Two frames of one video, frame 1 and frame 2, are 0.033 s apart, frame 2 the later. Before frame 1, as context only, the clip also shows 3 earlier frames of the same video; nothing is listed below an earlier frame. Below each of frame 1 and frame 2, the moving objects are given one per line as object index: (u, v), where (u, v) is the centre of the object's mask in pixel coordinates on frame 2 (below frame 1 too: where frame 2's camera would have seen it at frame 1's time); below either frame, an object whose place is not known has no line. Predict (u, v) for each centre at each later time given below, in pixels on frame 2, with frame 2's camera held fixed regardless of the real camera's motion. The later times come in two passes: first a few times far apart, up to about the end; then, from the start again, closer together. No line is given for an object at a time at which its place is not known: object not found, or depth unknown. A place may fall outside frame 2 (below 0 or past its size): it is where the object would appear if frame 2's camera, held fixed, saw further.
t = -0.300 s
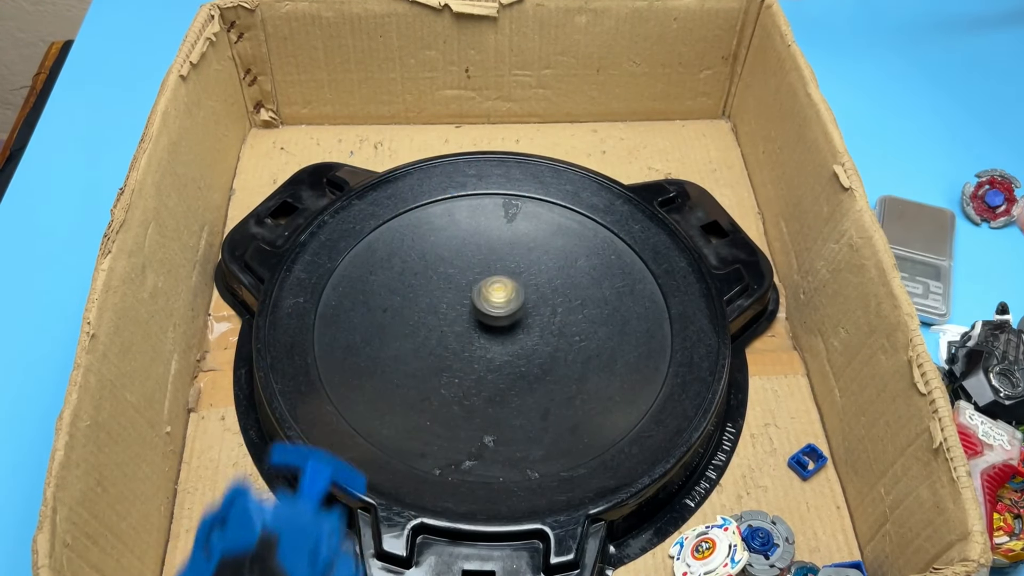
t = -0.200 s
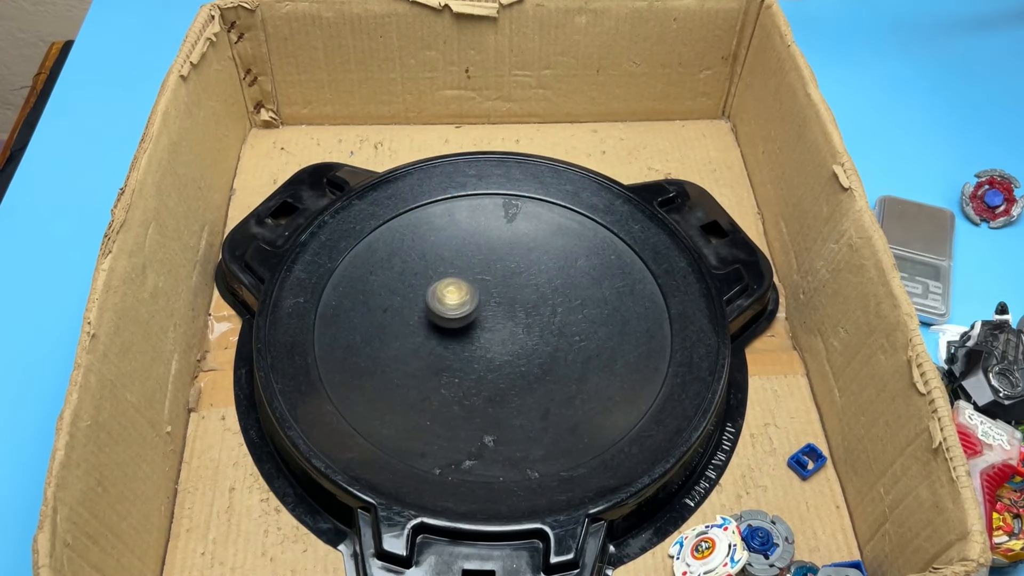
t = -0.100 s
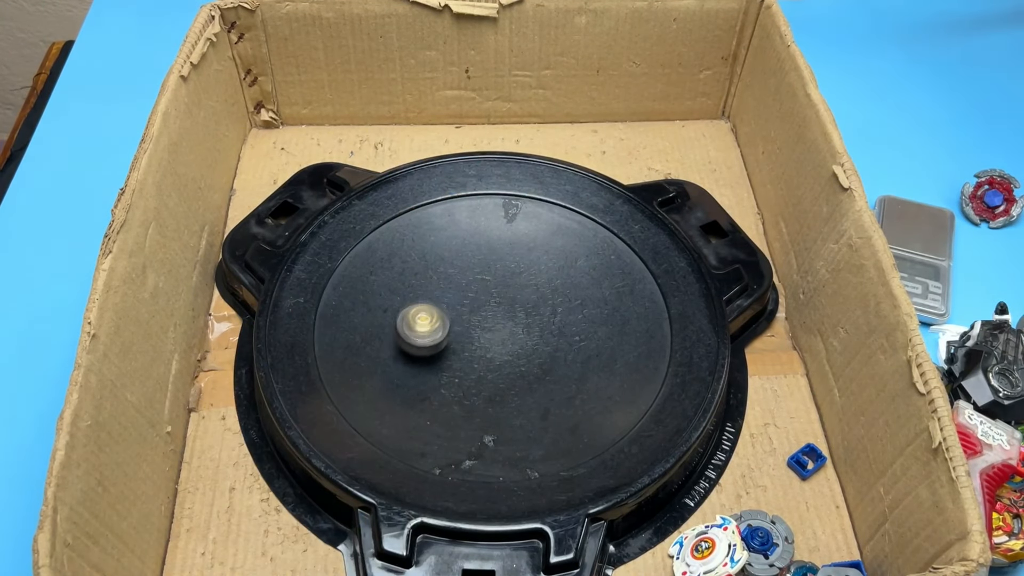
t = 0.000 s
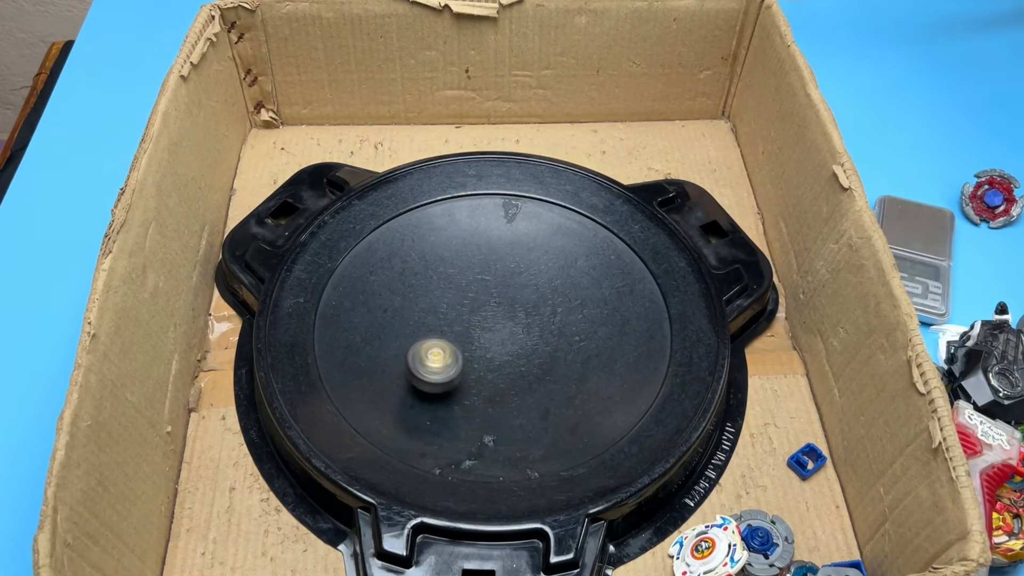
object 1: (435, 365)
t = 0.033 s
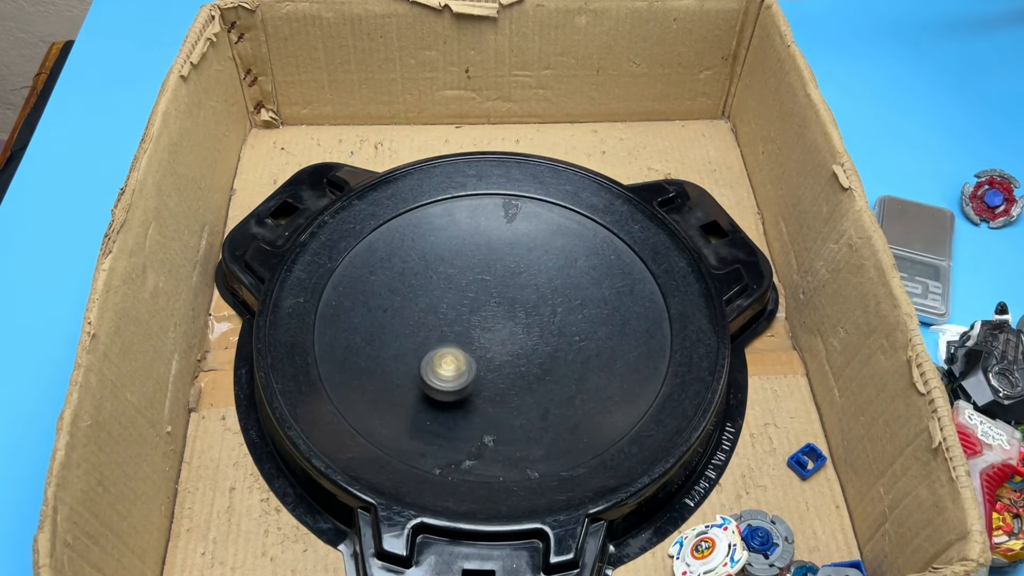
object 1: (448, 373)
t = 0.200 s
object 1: (520, 359)
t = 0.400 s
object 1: (515, 286)
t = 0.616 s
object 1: (431, 285)
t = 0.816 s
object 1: (460, 349)
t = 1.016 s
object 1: (548, 326)
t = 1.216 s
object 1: (524, 262)
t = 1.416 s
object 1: (460, 295)
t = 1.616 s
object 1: (506, 352)
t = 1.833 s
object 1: (571, 317)
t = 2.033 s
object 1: (522, 292)
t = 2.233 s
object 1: (487, 334)
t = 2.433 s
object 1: (529, 361)
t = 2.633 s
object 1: (547, 330)
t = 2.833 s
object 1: (496, 321)
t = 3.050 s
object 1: (485, 353)
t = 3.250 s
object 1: (510, 341)
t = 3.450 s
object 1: (486, 318)
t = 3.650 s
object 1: (469, 327)
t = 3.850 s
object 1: (487, 326)
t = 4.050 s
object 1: (490, 309)
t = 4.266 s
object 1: (485, 312)
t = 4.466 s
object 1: (503, 310)
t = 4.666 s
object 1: (505, 305)
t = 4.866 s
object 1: (507, 315)
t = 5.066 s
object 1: (521, 320)
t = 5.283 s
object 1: (521, 320)
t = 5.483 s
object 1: (518, 330)
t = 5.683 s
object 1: (521, 332)
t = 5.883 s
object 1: (510, 333)
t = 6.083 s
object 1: (501, 337)
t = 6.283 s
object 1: (496, 336)
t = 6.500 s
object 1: (488, 331)
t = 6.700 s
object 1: (484, 328)
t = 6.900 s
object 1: (486, 324)
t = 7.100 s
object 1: (487, 318)
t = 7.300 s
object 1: (492, 314)
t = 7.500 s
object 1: (498, 312)
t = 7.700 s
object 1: (503, 313)
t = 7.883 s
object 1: (508, 316)
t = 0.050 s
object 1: (455, 376)
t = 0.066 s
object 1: (463, 378)
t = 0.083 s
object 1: (471, 379)
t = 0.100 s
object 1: (478, 379)
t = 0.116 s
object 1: (487, 377)
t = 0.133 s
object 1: (494, 376)
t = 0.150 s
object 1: (501, 373)
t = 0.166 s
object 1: (509, 368)
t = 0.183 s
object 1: (514, 364)
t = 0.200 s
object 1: (520, 359)
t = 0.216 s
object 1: (525, 353)
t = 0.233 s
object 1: (528, 348)
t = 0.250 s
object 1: (531, 341)
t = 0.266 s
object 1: (533, 335)
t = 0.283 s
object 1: (534, 329)
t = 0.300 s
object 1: (534, 322)
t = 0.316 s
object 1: (533, 315)
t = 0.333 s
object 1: (531, 309)
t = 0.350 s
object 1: (528, 303)
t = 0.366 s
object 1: (525, 296)
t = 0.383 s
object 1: (520, 292)
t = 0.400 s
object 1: (515, 286)
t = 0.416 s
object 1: (510, 281)
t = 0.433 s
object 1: (504, 278)
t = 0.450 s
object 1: (498, 274)
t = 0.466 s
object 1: (491, 271)
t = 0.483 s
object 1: (484, 271)
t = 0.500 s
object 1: (477, 269)
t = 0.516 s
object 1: (469, 269)
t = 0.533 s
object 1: (461, 270)
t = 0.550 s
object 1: (454, 271)
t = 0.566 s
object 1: (448, 274)
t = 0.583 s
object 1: (441, 277)
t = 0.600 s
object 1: (436, 281)
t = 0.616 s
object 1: (431, 285)
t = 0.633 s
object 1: (428, 291)
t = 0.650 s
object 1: (425, 297)
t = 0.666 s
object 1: (424, 303)
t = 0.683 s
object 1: (423, 309)
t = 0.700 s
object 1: (425, 315)
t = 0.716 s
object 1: (427, 321)
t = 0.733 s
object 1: (431, 327)
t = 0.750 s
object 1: (435, 332)
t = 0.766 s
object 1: (440, 337)
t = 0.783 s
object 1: (447, 341)
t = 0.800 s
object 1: (454, 346)
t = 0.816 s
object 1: (460, 349)
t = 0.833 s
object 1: (468, 351)
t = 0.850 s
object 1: (477, 353)
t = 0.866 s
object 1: (485, 354)
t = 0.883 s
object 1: (494, 353)
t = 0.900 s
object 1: (503, 353)
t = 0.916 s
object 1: (510, 351)
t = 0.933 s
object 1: (518, 348)
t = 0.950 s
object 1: (527, 344)
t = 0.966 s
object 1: (533, 341)
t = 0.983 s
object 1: (539, 336)
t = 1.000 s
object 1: (544, 330)
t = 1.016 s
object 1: (548, 326)
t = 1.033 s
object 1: (551, 320)
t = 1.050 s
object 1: (553, 313)
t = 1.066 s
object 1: (555, 307)
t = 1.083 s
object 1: (554, 301)
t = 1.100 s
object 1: (553, 294)
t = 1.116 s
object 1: (552, 288)
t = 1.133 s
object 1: (549, 283)
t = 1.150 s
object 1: (545, 277)
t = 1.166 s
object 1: (541, 272)
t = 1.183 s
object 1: (536, 269)
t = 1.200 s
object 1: (530, 265)
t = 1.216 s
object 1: (524, 262)
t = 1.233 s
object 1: (517, 262)
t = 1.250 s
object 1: (510, 260)
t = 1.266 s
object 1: (503, 259)
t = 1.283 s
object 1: (496, 261)
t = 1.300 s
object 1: (490, 264)
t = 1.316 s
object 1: (484, 266)
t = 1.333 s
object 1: (478, 269)
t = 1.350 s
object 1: (473, 274)
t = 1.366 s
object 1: (469, 278)
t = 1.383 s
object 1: (465, 283)
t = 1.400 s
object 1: (463, 289)
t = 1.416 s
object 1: (460, 295)
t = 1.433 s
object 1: (459, 300)
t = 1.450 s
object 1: (460, 307)
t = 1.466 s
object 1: (460, 313)
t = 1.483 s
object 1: (462, 319)
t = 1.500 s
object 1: (465, 324)
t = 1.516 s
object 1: (470, 330)
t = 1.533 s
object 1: (475, 335)
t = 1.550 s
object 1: (479, 339)
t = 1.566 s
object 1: (485, 343)
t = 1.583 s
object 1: (492, 347)
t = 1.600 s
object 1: (499, 350)
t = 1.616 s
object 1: (506, 352)
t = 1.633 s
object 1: (514, 352)
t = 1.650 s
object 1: (522, 353)
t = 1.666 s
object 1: (529, 353)
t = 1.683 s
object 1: (537, 351)
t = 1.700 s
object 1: (545, 349)
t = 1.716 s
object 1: (551, 346)
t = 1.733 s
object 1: (557, 343)
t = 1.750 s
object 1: (563, 338)
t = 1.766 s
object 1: (567, 335)
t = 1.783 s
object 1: (569, 331)
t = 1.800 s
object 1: (571, 326)
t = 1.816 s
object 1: (572, 321)
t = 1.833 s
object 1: (571, 317)
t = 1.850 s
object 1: (570, 312)
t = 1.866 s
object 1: (568, 308)
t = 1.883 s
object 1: (564, 304)
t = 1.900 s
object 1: (561, 301)
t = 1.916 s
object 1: (557, 298)
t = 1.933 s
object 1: (552, 295)
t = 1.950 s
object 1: (548, 293)
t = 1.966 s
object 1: (543, 292)
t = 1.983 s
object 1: (537, 290)
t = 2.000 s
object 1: (532, 290)
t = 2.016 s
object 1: (527, 291)
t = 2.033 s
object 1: (522, 292)
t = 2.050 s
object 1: (517, 293)
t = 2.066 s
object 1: (512, 295)
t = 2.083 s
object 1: (507, 298)
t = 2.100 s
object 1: (503, 301)
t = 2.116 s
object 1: (499, 304)
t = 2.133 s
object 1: (495, 308)
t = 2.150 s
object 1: (493, 312)
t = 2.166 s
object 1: (490, 316)
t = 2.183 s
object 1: (488, 320)
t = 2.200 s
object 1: (488, 324)
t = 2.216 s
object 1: (488, 329)
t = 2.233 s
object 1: (487, 334)
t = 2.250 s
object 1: (488, 337)
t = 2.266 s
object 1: (491, 342)
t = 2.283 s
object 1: (493, 346)
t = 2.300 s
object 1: (496, 349)
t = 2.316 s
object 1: (499, 353)
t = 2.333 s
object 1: (503, 356)
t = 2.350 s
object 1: (506, 358)
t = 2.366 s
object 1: (510, 360)
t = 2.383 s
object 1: (515, 361)
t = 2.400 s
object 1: (521, 361)
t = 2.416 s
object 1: (525, 362)
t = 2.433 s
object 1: (529, 361)
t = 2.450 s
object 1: (533, 360)
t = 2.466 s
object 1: (539, 358)
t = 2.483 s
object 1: (542, 356)
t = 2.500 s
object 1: (545, 354)
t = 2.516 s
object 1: (547, 351)
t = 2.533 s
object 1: (550, 348)
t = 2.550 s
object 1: (551, 345)
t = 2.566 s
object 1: (551, 342)
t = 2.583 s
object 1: (551, 338)
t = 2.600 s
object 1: (551, 335)
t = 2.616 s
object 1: (549, 333)
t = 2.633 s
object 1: (547, 330)
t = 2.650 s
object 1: (543, 327)
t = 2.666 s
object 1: (540, 325)
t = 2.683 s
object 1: (537, 323)
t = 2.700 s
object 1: (532, 321)
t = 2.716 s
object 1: (528, 320)
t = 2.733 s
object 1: (523, 318)
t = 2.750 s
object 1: (519, 318)
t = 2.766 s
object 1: (514, 318)
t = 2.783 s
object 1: (509, 318)
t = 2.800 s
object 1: (504, 318)
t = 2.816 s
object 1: (500, 320)
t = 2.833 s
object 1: (496, 321)
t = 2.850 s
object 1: (492, 323)
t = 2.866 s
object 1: (488, 324)
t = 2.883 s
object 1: (485, 327)
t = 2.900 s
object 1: (482, 330)
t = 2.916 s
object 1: (480, 333)
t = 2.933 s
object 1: (478, 336)
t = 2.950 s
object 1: (477, 339)
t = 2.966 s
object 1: (477, 341)
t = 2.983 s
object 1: (477, 344)
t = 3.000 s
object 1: (478, 347)
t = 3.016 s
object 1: (480, 349)
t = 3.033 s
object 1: (482, 351)
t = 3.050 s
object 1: (485, 353)
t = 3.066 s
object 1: (487, 354)
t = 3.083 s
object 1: (489, 355)
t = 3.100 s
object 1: (492, 355)
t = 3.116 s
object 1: (495, 355)
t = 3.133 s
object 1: (498, 355)
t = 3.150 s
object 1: (500, 354)
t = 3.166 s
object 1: (502, 352)
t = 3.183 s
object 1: (505, 350)
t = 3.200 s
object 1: (506, 349)
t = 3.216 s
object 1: (508, 346)
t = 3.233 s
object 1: (509, 343)
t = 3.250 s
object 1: (510, 341)
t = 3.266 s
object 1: (510, 338)
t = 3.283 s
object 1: (510, 335)
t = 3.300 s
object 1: (509, 333)
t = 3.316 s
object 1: (508, 329)
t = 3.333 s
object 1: (506, 327)
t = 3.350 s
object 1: (504, 325)
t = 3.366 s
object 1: (502, 323)
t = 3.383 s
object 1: (499, 322)
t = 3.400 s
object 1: (495, 320)
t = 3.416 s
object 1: (492, 319)
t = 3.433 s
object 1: (489, 319)
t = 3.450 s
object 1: (486, 318)
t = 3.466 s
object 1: (483, 318)
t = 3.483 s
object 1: (480, 318)
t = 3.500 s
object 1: (478, 319)
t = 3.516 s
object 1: (476, 319)
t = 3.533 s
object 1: (474, 320)
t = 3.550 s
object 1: (472, 321)
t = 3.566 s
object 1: (471, 322)
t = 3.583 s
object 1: (470, 323)
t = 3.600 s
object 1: (469, 325)
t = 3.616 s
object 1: (469, 326)
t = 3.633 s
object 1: (469, 326)
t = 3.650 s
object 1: (469, 327)
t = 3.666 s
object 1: (470, 328)
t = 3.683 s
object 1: (471, 329)
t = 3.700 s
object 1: (472, 329)
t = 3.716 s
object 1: (474, 329)
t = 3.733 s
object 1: (476, 329)
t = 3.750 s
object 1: (478, 329)
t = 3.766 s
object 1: (479, 329)
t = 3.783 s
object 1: (481, 329)
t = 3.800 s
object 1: (482, 328)
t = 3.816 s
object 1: (484, 327)
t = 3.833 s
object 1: (486, 327)
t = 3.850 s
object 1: (487, 326)
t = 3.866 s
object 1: (489, 325)
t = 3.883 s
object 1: (489, 324)
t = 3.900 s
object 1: (490, 322)
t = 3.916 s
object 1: (491, 320)
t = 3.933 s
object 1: (491, 319)
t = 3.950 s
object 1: (492, 318)
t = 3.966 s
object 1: (492, 316)
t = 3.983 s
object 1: (491, 314)
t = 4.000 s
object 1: (491, 313)
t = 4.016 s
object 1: (491, 312)
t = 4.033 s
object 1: (490, 311)
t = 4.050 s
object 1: (490, 309)
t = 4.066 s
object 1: (489, 308)
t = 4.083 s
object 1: (488, 308)
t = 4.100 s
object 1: (487, 308)
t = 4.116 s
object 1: (486, 308)
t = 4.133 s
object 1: (486, 308)
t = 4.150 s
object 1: (485, 308)
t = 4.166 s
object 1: (484, 308)
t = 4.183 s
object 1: (484, 308)
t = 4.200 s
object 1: (484, 309)
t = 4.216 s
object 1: (484, 310)
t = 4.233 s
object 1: (484, 310)
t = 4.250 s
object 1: (484, 311)
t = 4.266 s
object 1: (485, 312)
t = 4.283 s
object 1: (487, 312)
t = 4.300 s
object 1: (488, 314)
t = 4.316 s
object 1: (490, 314)
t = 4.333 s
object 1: (491, 314)
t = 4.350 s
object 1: (493, 314)
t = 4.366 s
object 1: (495, 314)
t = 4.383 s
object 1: (496, 314)
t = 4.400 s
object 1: (498, 314)
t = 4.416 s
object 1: (500, 313)
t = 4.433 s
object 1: (501, 313)
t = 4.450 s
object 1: (502, 312)
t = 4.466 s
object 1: (503, 310)
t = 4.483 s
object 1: (503, 310)
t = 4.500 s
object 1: (504, 309)
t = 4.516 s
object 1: (505, 309)
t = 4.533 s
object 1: (505, 308)
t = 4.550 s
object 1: (505, 308)
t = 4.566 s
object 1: (505, 306)
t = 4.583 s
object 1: (505, 306)
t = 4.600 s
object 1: (505, 306)
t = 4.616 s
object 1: (505, 305)
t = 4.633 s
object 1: (505, 305)
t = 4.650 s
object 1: (505, 305)
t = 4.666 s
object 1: (505, 305)
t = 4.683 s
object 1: (504, 305)
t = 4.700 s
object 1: (504, 305)
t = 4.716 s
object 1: (504, 306)
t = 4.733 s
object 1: (504, 307)
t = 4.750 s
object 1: (504, 307)
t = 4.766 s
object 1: (504, 308)
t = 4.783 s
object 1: (504, 309)
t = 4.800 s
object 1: (504, 310)
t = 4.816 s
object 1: (505, 310)
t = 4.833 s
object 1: (505, 312)
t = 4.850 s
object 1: (506, 314)
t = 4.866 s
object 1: (507, 315)
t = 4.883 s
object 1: (508, 316)
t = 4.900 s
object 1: (509, 317)
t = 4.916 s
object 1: (510, 318)
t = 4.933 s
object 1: (511, 318)
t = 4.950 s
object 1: (513, 319)
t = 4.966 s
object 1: (514, 320)
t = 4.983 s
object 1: (516, 321)
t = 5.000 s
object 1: (517, 321)
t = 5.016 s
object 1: (518, 321)
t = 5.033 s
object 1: (519, 321)
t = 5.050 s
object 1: (520, 320)
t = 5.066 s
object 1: (521, 320)
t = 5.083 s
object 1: (523, 320)
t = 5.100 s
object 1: (523, 320)
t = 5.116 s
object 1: (523, 320)
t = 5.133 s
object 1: (524, 319)
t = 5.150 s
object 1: (524, 319)
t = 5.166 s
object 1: (523, 319)
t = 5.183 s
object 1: (523, 318)
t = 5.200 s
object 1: (523, 319)
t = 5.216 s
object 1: (523, 319)
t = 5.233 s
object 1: (523, 319)
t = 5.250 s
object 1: (522, 320)
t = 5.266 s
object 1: (521, 320)
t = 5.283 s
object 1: (521, 320)
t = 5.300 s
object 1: (520, 320)
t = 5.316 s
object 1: (519, 321)
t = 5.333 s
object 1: (519, 322)
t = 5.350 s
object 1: (518, 323)
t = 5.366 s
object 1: (518, 324)
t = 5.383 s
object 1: (517, 325)
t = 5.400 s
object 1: (517, 326)
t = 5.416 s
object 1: (517, 326)
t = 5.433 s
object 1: (517, 327)
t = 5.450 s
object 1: (517, 327)
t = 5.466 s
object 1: (518, 328)
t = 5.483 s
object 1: (518, 330)
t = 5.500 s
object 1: (518, 331)
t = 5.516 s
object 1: (519, 331)
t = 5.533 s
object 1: (519, 332)
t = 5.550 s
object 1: (520, 333)
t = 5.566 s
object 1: (520, 333)
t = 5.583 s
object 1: (520, 333)
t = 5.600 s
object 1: (520, 332)
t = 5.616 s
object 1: (520, 332)
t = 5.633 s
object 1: (521, 333)
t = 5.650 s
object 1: (520, 333)
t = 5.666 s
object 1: (520, 333)
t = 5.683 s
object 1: (521, 332)
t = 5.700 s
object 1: (520, 333)
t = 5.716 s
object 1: (519, 333)
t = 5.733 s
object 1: (519, 332)
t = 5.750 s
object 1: (518, 332)
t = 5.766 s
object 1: (517, 332)
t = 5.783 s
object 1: (517, 332)
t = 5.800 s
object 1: (516, 332)
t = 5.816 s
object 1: (515, 333)
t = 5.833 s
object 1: (514, 333)
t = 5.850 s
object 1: (513, 333)
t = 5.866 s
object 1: (511, 334)
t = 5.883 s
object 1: (510, 333)
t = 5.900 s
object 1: (510, 333)
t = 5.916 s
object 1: (509, 334)
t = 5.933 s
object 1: (508, 334)
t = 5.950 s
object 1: (507, 335)
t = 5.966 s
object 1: (507, 335)
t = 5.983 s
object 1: (505, 336)
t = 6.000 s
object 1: (505, 336)
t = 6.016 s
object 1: (504, 337)
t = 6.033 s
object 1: (503, 337)
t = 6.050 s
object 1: (502, 337)
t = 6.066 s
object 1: (502, 337)
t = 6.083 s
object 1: (501, 337)
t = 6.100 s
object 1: (501, 337)
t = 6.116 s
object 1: (501, 338)
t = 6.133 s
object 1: (500, 338)
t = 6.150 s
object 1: (500, 338)
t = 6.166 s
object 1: (499, 338)
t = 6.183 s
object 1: (499, 339)
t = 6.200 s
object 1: (499, 338)
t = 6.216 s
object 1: (498, 338)
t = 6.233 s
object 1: (497, 338)
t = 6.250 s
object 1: (497, 337)
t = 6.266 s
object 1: (496, 337)
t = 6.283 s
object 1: (496, 336)
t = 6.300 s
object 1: (495, 336)
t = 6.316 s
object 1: (495, 335)
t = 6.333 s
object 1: (495, 335)
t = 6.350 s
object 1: (494, 335)
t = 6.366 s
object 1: (493, 335)
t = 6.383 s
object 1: (493, 334)
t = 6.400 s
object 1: (492, 334)
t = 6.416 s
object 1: (491, 333)
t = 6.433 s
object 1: (490, 333)
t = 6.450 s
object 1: (490, 332)
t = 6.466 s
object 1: (489, 332)
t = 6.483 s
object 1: (488, 332)
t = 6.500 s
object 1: (488, 331)
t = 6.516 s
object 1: (487, 331)
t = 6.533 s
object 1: (487, 331)
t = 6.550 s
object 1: (486, 331)
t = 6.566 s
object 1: (486, 330)
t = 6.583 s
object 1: (486, 330)
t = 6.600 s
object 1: (485, 330)
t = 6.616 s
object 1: (485, 330)
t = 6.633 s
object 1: (485, 329)
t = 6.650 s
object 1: (484, 329)
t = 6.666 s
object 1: (484, 329)
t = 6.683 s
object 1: (484, 329)
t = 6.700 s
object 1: (484, 328)
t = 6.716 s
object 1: (484, 328)
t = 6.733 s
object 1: (484, 329)
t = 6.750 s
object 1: (484, 328)
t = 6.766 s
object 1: (485, 328)
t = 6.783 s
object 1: (485, 328)
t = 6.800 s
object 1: (485, 327)
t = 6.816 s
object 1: (485, 327)
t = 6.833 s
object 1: (485, 327)
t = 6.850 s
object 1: (485, 326)
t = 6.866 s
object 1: (485, 325)
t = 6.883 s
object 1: (486, 325)
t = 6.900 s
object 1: (486, 324)
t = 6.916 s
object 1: (486, 323)
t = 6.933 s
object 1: (486, 323)
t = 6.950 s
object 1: (486, 322)
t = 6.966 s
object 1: (486, 321)
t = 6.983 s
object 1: (487, 321)
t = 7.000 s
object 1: (487, 320)
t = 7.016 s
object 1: (488, 320)
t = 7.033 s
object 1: (488, 319)
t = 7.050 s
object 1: (488, 319)
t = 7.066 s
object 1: (488, 319)
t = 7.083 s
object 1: (487, 318)
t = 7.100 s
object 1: (487, 318)
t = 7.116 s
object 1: (488, 317)
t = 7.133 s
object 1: (488, 317)
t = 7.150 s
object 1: (488, 316)
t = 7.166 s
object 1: (488, 316)
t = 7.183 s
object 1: (489, 315)
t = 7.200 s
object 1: (489, 315)
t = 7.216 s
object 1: (489, 315)
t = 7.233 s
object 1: (489, 314)
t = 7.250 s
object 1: (490, 314)
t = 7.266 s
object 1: (490, 314)
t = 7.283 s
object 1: (491, 314)
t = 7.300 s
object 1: (492, 314)
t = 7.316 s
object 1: (492, 314)
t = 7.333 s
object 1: (493, 314)
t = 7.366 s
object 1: (494, 314)
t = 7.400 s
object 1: (495, 314)
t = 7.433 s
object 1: (496, 313)
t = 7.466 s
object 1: (497, 313)
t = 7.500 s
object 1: (498, 312)
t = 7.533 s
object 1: (499, 312)
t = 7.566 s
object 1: (500, 312)
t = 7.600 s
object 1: (501, 312)
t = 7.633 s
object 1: (502, 312)
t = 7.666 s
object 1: (502, 312)
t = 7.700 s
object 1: (503, 313)
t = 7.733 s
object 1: (504, 313)
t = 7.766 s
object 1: (505, 314)
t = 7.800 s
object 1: (506, 314)
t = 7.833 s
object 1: (507, 315)
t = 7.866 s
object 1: (508, 316)
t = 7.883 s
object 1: (508, 316)
